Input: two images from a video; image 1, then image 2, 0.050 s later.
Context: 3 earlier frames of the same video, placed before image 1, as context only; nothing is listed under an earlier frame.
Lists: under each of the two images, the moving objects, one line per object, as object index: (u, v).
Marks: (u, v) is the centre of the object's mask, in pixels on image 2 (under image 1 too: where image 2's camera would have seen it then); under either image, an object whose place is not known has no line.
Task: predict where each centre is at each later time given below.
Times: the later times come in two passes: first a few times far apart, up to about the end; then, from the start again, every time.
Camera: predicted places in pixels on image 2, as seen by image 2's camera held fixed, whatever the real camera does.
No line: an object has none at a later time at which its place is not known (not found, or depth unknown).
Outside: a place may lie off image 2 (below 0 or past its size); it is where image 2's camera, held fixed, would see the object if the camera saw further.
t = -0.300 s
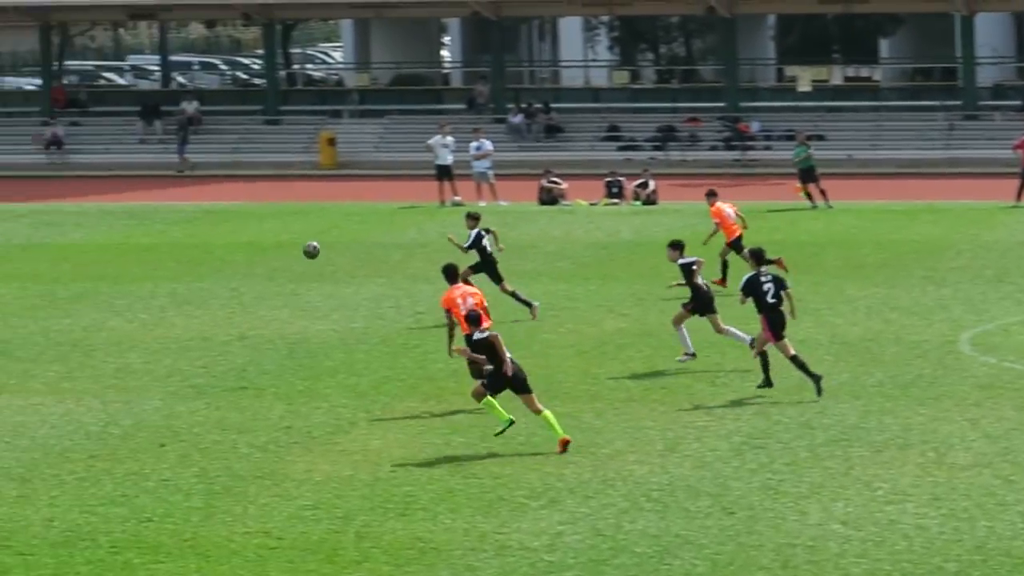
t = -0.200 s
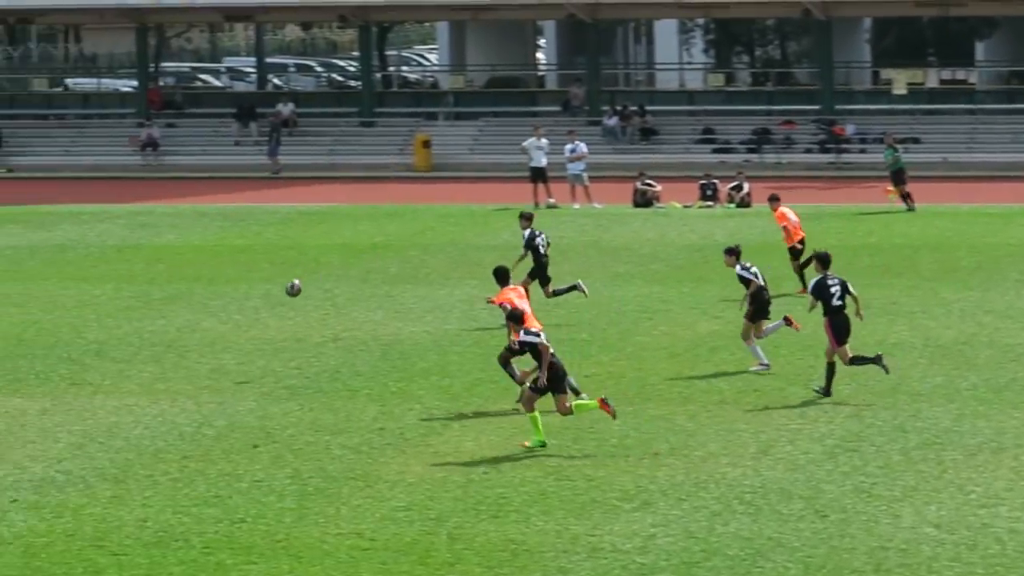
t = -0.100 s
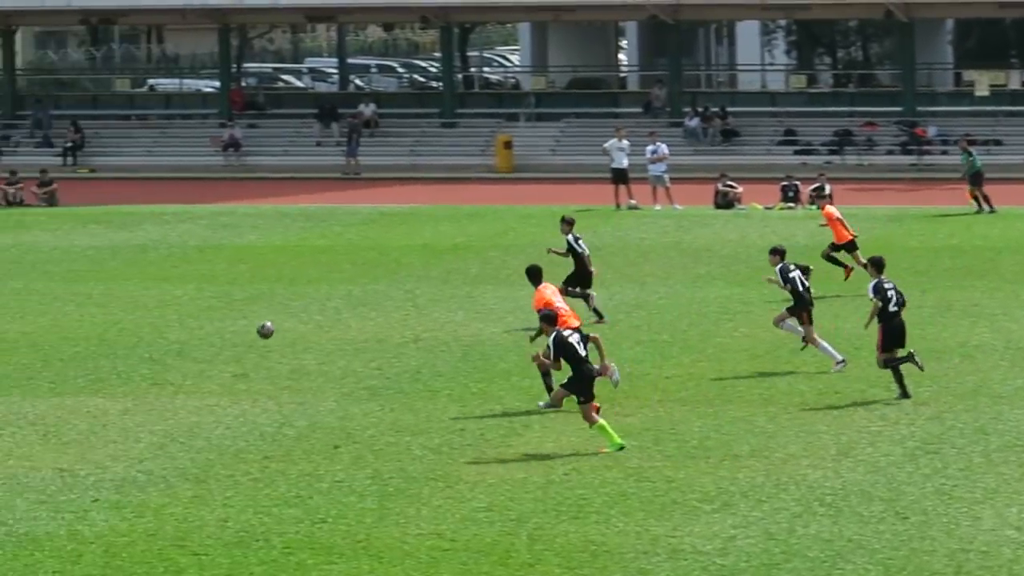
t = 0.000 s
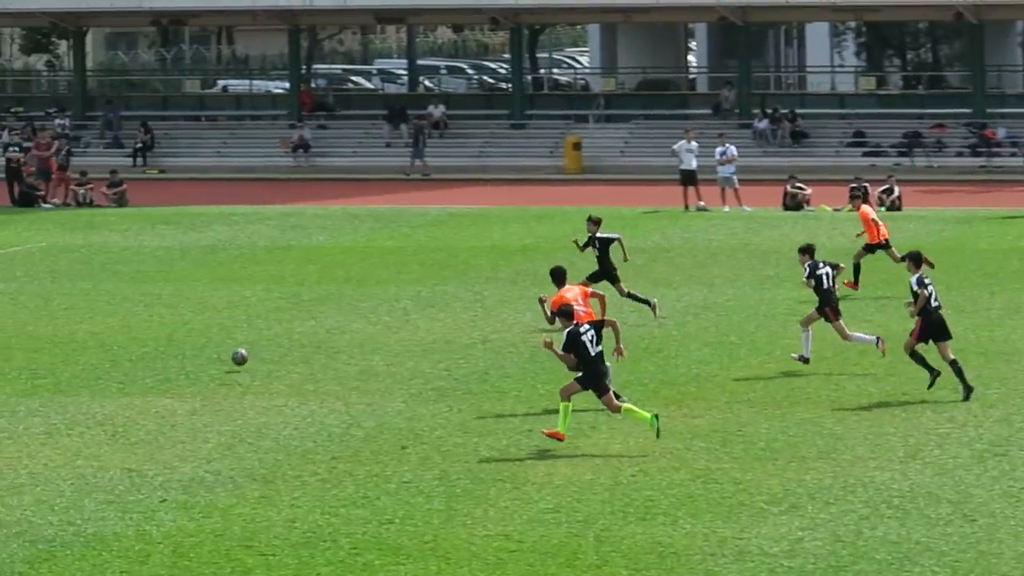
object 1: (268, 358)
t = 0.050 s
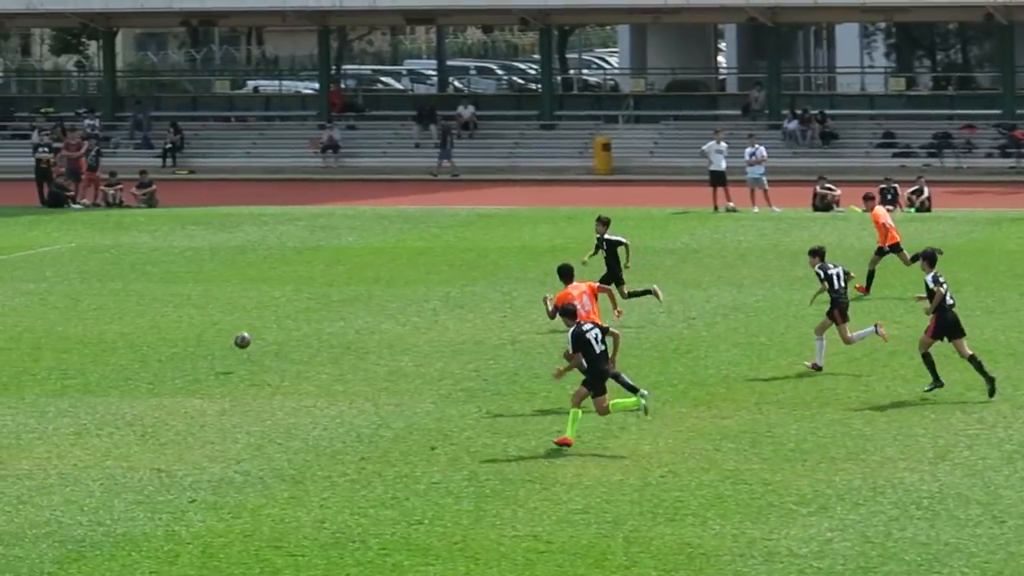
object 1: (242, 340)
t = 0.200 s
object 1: (164, 301)
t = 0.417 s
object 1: (55, 279)
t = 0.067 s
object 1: (233, 335)
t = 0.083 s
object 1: (224, 329)
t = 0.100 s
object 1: (216, 324)
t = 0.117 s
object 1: (207, 320)
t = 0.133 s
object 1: (199, 315)
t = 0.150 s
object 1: (190, 311)
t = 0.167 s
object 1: (182, 308)
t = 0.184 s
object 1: (173, 304)
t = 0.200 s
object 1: (164, 301)
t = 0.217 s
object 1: (156, 298)
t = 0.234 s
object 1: (147, 295)
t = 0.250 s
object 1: (139, 292)
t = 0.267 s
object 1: (130, 290)
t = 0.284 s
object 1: (122, 288)
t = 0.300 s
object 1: (113, 286)
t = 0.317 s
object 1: (105, 284)
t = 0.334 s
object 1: (96, 283)
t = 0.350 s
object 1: (88, 282)
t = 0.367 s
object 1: (80, 281)
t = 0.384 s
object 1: (72, 280)
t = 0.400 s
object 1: (63, 279)
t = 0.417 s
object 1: (55, 279)
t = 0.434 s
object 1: (47, 279)
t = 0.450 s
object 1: (38, 279)
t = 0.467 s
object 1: (30, 280)
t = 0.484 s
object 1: (22, 280)
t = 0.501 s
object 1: (14, 281)
